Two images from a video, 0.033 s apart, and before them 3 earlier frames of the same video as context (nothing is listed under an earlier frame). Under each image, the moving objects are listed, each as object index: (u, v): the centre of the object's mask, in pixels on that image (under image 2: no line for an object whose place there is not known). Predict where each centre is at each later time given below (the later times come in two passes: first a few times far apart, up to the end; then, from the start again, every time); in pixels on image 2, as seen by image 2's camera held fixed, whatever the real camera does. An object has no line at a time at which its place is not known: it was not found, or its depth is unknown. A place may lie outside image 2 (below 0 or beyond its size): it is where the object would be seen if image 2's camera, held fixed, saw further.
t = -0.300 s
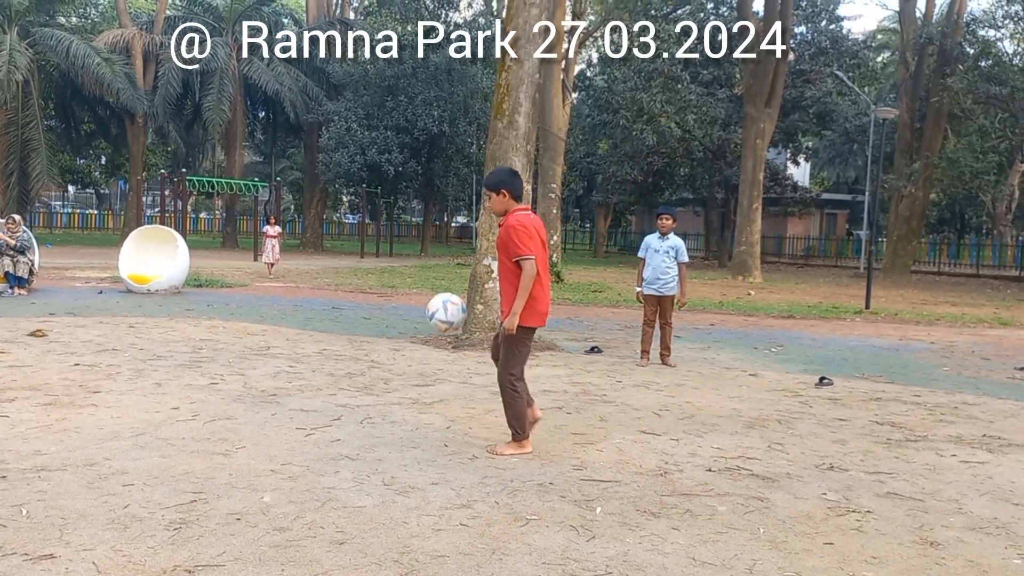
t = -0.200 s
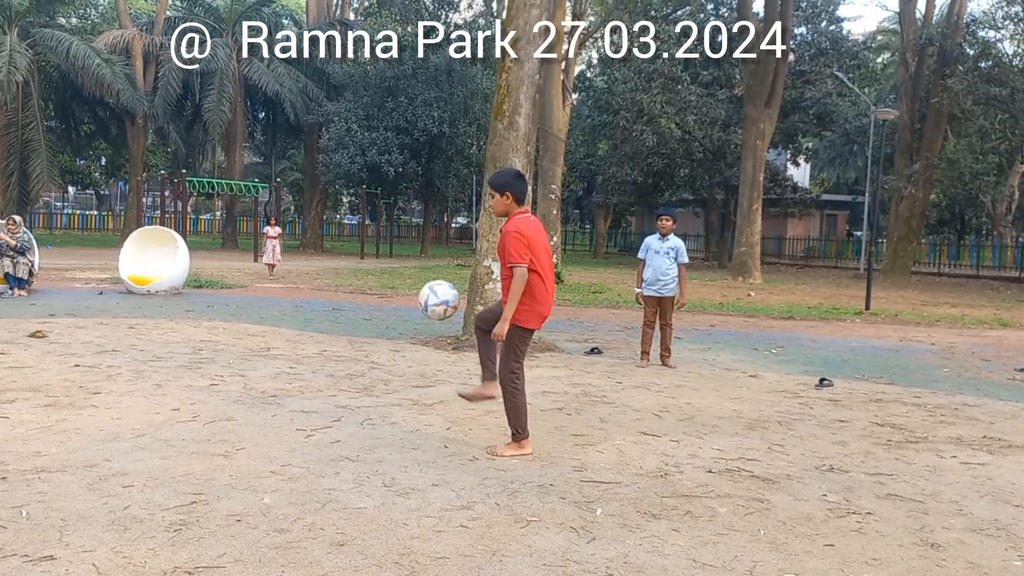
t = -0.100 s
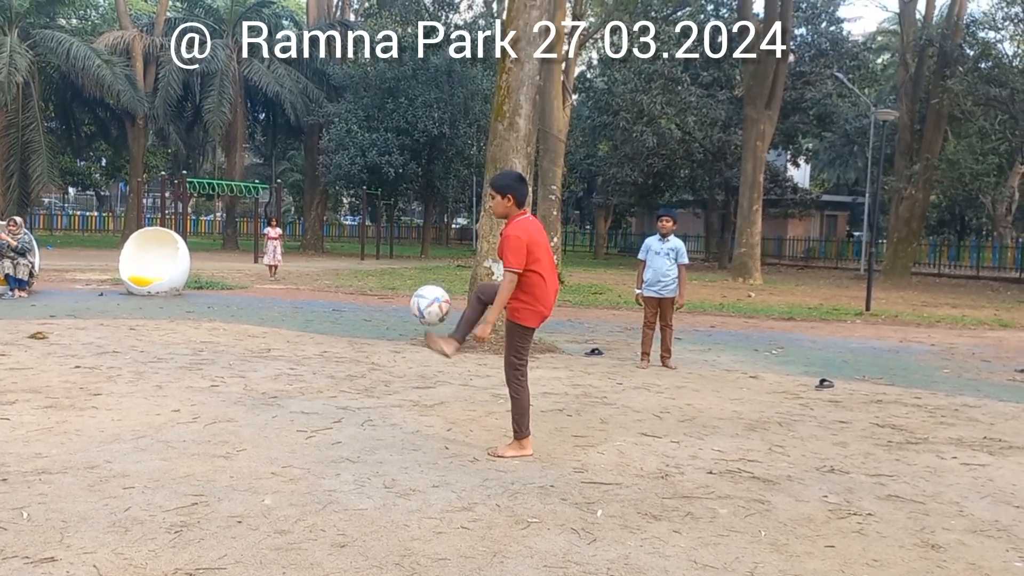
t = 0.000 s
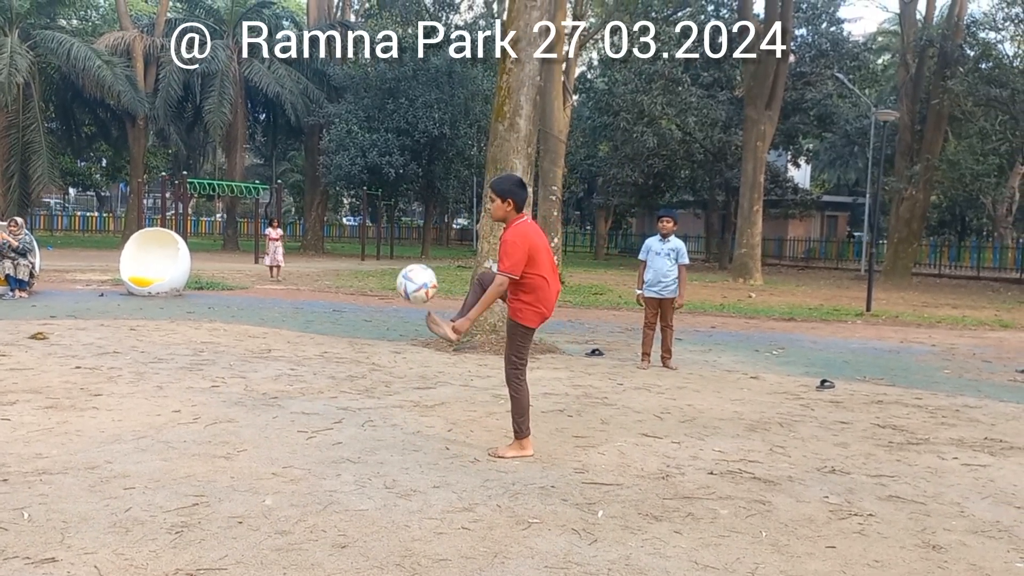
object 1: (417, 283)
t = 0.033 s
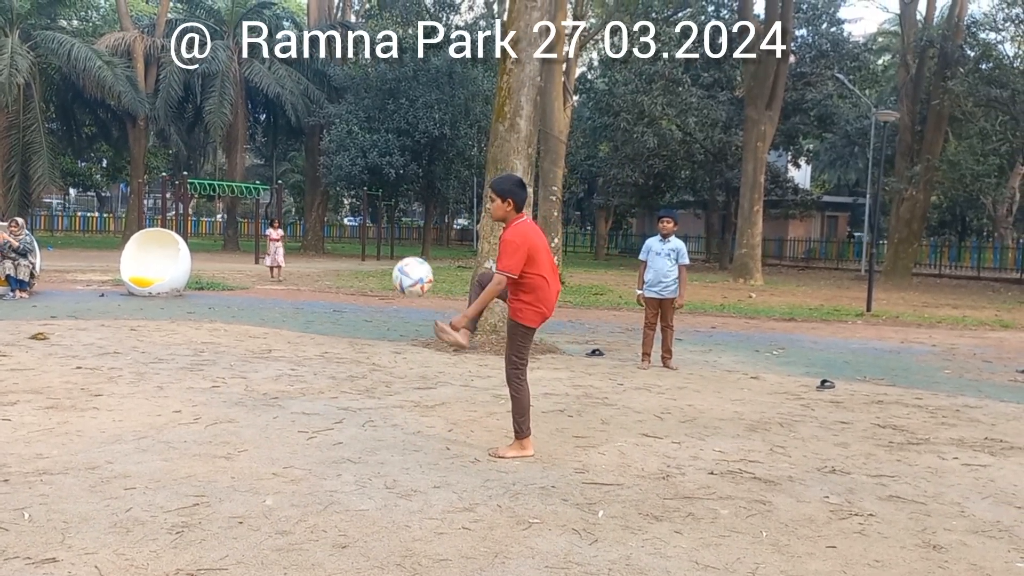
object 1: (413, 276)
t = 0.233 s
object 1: (383, 275)
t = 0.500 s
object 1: (339, 391)
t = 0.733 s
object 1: (322, 345)
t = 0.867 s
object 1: (315, 317)
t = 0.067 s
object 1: (408, 271)
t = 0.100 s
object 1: (403, 268)
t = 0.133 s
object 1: (398, 267)
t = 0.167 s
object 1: (394, 268)
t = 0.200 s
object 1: (388, 270)
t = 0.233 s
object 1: (383, 275)
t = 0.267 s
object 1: (378, 282)
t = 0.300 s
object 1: (373, 291)
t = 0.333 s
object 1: (367, 302)
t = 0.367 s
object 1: (362, 316)
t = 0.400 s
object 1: (357, 332)
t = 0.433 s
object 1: (351, 349)
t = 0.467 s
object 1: (345, 369)
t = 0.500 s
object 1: (339, 391)
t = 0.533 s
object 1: (333, 417)
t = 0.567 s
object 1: (329, 424)
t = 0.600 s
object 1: (328, 405)
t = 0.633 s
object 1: (326, 387)
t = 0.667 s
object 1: (325, 372)
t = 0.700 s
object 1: (323, 358)
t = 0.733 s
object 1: (322, 345)
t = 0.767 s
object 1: (320, 335)
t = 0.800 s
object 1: (318, 327)
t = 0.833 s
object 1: (317, 321)
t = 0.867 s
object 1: (315, 317)
